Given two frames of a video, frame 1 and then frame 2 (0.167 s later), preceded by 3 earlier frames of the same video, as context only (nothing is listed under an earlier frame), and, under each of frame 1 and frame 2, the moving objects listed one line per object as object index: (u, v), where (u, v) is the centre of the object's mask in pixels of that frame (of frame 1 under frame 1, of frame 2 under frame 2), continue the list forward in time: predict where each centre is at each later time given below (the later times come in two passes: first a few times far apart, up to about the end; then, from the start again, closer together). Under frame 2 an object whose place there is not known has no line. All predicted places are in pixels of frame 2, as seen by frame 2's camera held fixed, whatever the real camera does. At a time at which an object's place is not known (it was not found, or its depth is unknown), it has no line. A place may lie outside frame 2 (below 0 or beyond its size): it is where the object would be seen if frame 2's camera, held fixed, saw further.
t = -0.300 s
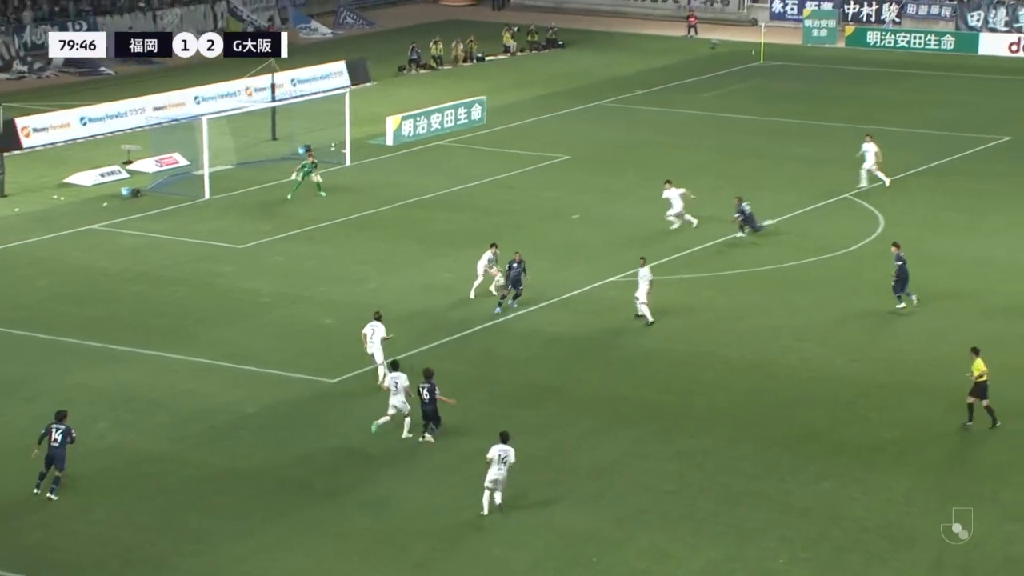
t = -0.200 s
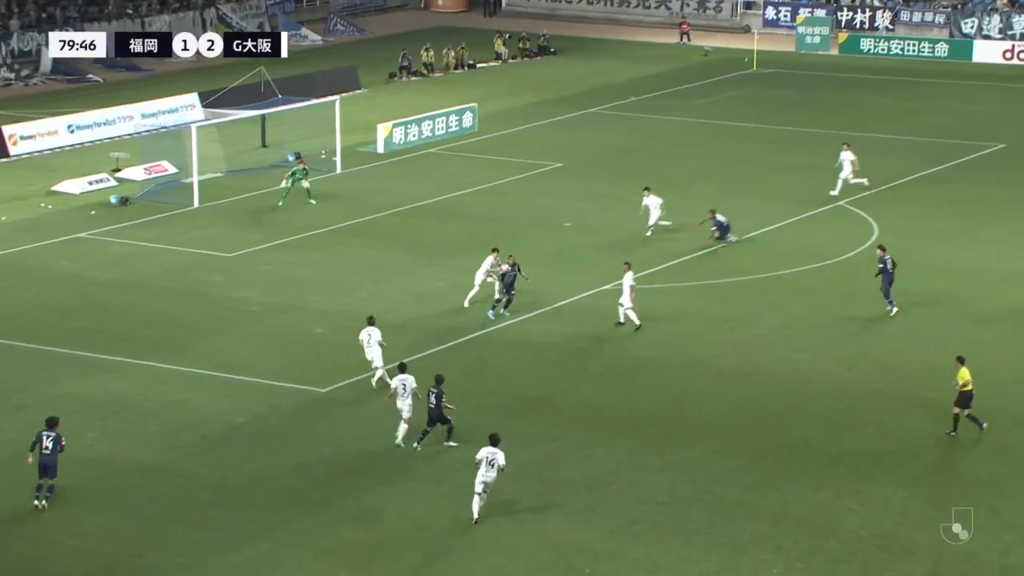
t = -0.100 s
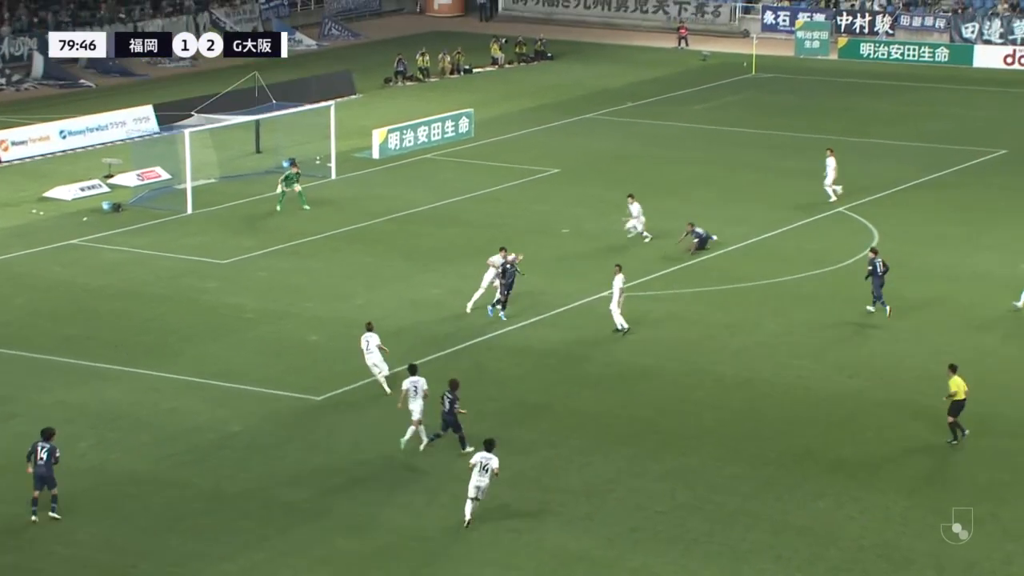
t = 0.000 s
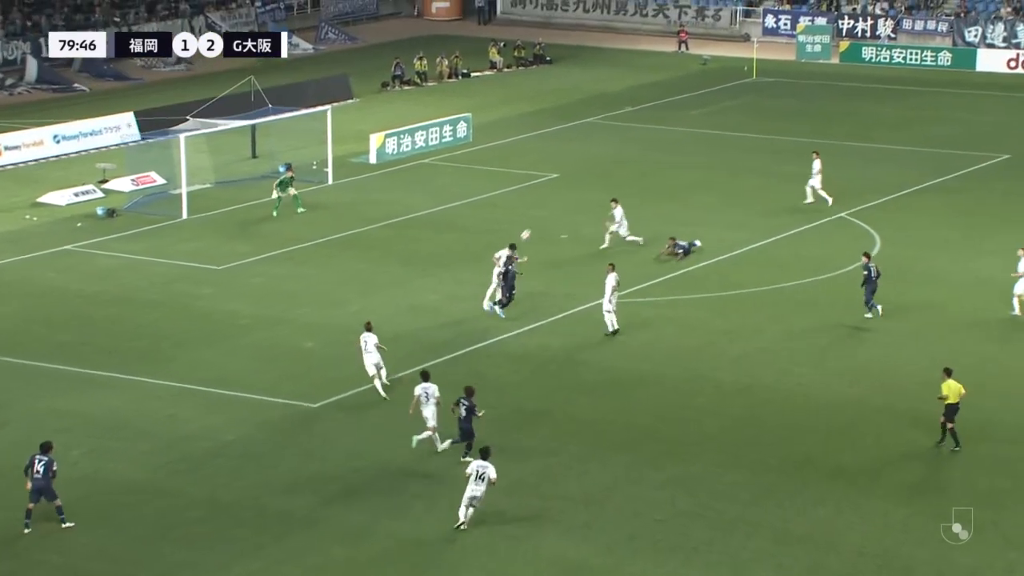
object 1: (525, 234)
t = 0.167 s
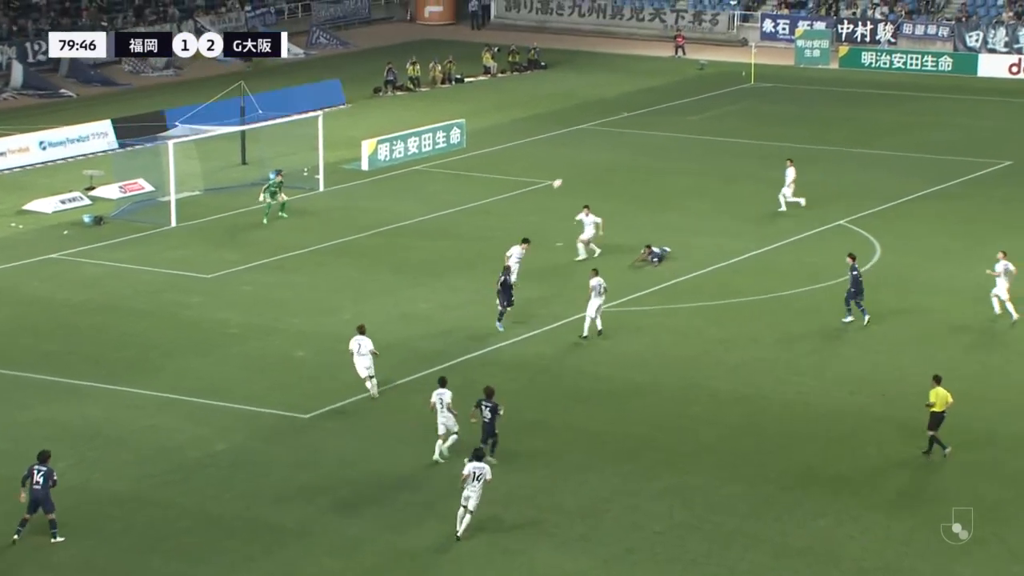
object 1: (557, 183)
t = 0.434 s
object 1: (602, 120)
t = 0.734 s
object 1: (640, 85)
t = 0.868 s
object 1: (654, 82)
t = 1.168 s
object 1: (673, 98)
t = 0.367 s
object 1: (593, 133)
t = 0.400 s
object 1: (598, 126)
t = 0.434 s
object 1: (602, 120)
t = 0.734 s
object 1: (640, 85)
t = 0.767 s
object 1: (644, 84)
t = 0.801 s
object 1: (648, 82)
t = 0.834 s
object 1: (651, 82)
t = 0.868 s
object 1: (654, 82)
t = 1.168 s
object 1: (673, 98)
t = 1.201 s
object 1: (674, 102)
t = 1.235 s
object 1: (675, 107)
